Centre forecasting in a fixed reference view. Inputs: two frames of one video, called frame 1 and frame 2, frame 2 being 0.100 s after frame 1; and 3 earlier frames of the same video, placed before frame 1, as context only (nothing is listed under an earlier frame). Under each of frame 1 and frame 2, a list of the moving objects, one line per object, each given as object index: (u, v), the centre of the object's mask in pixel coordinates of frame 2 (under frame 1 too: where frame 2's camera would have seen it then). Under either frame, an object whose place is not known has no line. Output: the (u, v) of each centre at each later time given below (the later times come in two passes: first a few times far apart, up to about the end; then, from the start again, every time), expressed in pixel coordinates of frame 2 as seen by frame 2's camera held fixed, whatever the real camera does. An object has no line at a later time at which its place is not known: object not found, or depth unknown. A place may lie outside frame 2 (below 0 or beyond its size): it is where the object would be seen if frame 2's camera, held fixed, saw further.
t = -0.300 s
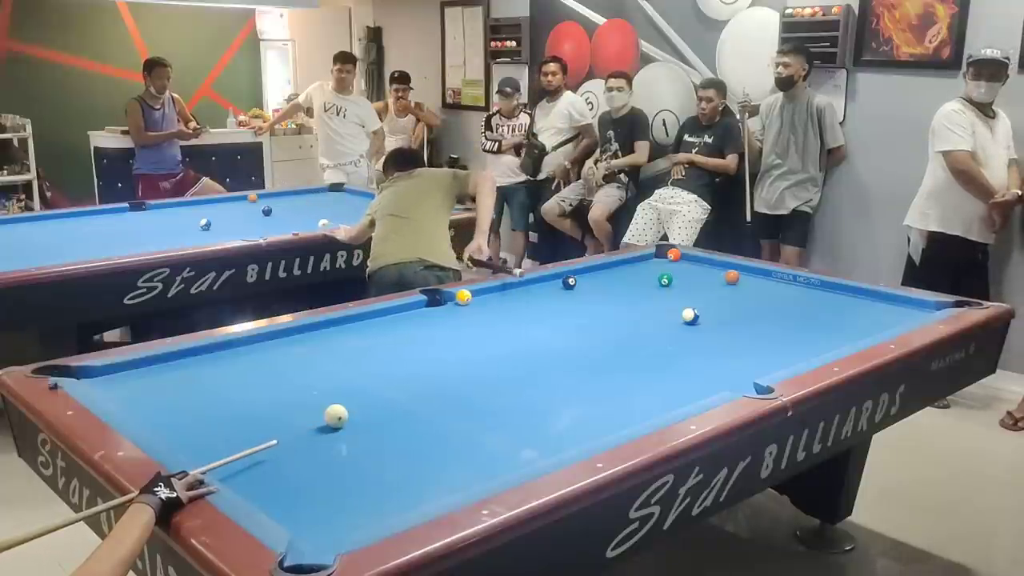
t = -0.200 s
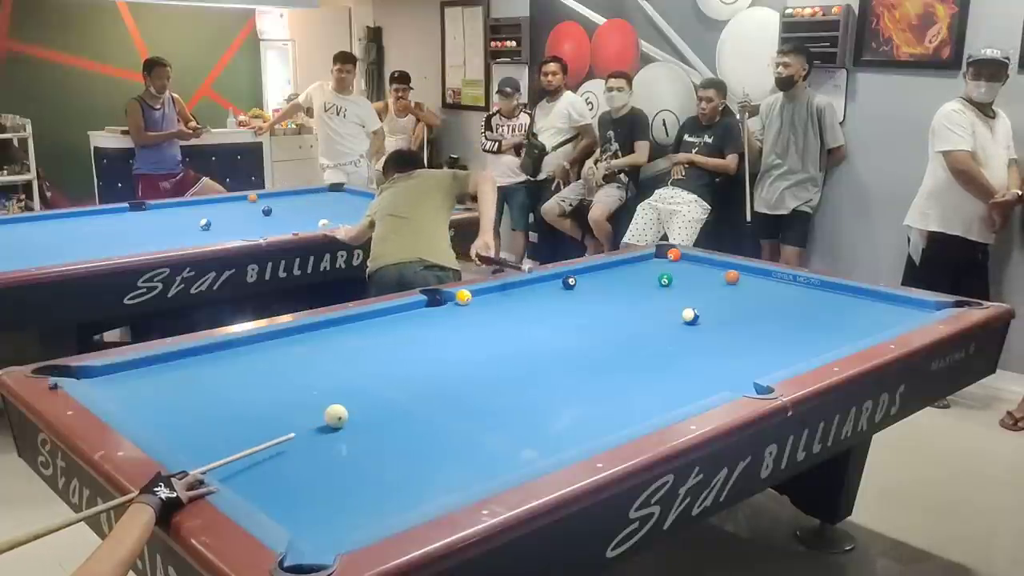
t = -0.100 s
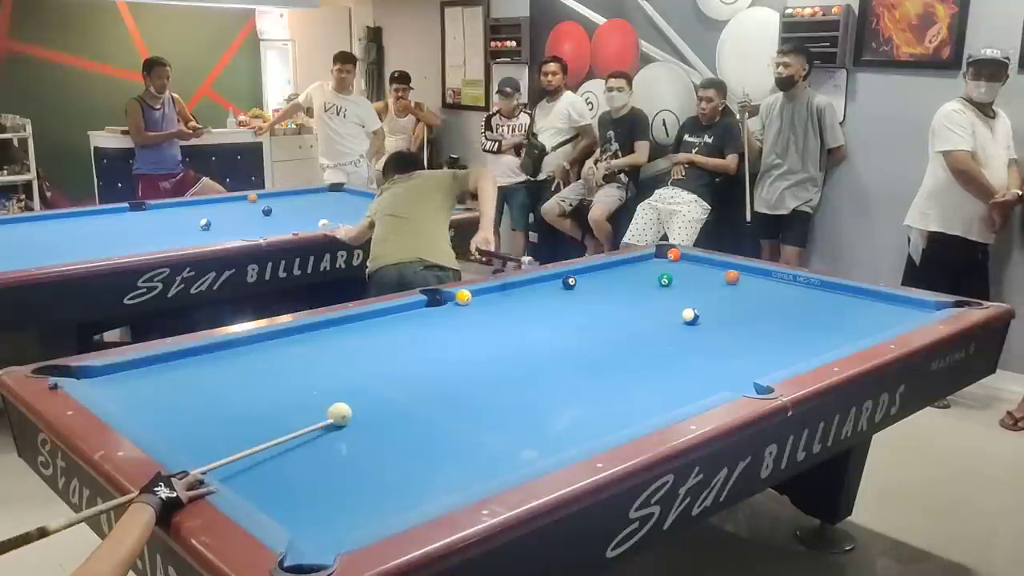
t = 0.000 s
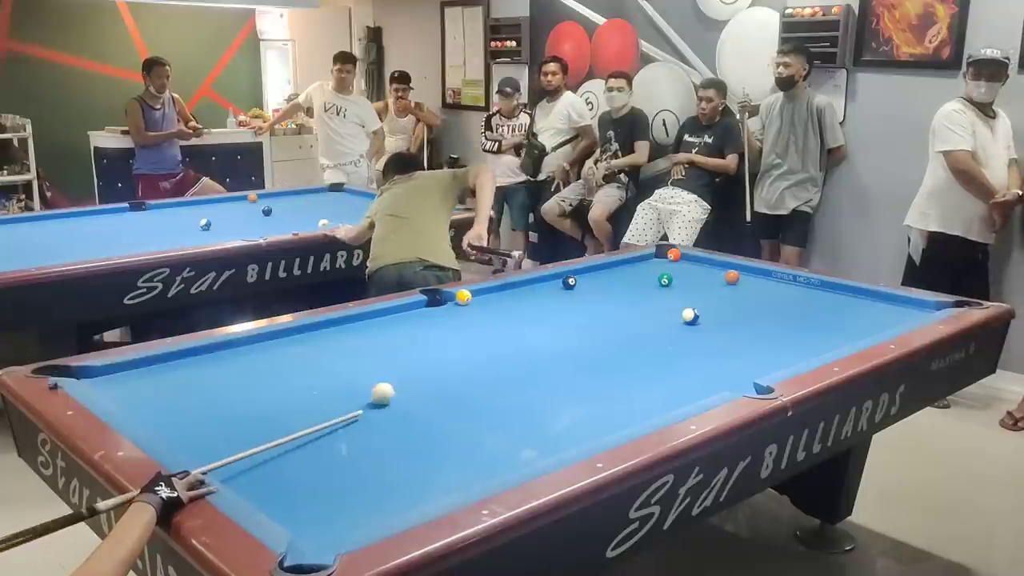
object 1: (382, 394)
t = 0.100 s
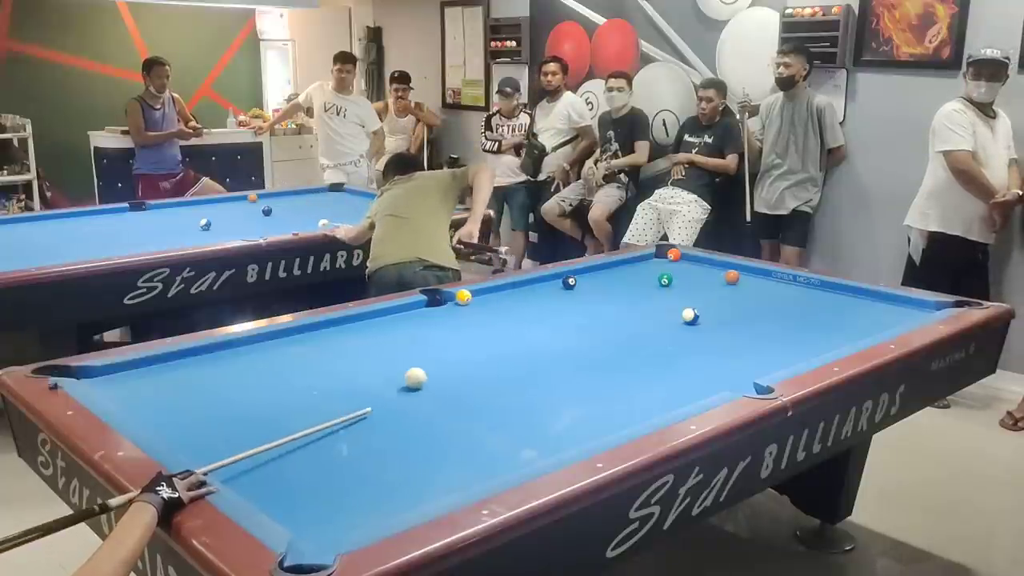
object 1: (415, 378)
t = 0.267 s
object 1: (457, 359)
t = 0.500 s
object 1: (508, 335)
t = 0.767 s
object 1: (555, 313)
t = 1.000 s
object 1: (591, 297)
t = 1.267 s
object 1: (625, 280)
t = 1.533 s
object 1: (654, 266)
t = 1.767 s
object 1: (677, 257)
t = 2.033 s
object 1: (688, 259)
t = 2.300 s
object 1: (689, 264)
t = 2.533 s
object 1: (690, 268)
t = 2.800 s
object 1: (691, 272)
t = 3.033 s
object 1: (693, 276)
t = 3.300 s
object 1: (694, 280)
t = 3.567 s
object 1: (695, 283)
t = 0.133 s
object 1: (424, 374)
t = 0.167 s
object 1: (433, 370)
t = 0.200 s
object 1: (441, 366)
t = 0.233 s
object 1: (449, 362)
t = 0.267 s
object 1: (457, 359)
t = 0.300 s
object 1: (465, 355)
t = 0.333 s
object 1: (473, 351)
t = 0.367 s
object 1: (480, 348)
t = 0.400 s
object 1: (487, 345)
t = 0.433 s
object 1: (494, 342)
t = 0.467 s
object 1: (501, 338)
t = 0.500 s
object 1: (508, 335)
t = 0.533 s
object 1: (514, 332)
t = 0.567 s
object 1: (521, 329)
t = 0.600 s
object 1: (527, 326)
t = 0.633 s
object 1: (533, 324)
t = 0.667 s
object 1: (539, 321)
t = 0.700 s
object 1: (545, 318)
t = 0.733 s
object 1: (550, 316)
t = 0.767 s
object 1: (555, 313)
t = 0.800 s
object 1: (560, 311)
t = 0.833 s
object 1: (566, 308)
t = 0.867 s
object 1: (571, 306)
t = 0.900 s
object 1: (576, 303)
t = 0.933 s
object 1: (581, 301)
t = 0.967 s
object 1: (586, 299)
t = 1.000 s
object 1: (591, 297)
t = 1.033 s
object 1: (596, 294)
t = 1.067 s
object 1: (600, 292)
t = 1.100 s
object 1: (604, 290)
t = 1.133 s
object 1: (609, 288)
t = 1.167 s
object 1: (613, 286)
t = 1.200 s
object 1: (617, 284)
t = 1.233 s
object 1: (621, 282)
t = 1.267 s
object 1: (625, 280)
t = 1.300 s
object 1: (629, 278)
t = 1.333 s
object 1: (633, 277)
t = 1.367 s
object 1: (637, 275)
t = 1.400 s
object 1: (640, 273)
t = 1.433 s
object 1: (644, 271)
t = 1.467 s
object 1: (648, 270)
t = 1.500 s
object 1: (651, 268)
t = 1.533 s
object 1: (654, 266)
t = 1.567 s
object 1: (658, 265)
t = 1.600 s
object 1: (661, 263)
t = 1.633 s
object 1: (664, 262)
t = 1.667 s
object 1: (668, 260)
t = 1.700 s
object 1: (671, 259)
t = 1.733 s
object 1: (674, 258)
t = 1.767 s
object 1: (677, 257)
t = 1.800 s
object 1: (681, 257)
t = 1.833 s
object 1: (685, 257)
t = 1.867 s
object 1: (687, 257)
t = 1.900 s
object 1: (687, 258)
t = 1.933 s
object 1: (687, 258)
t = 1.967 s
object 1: (687, 259)
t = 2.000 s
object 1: (687, 259)
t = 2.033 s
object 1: (688, 259)
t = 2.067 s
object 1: (688, 260)
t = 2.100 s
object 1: (688, 261)
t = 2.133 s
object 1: (688, 261)
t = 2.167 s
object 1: (689, 262)
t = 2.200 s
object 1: (689, 262)
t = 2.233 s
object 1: (689, 263)
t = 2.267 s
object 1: (689, 264)
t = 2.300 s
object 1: (689, 264)
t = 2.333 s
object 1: (689, 265)
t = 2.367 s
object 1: (689, 265)
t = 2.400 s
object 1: (690, 266)
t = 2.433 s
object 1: (690, 266)
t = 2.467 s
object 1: (690, 267)
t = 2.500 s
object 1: (690, 267)
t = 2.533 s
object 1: (690, 268)
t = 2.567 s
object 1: (691, 268)
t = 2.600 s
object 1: (691, 269)
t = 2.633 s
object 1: (691, 270)
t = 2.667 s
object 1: (691, 270)
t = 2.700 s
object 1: (691, 270)
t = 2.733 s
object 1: (691, 271)
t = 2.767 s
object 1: (691, 272)
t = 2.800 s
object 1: (691, 272)
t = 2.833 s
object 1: (692, 273)
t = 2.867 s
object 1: (692, 273)
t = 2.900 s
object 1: (692, 274)
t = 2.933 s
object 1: (692, 274)
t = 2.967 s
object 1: (692, 275)
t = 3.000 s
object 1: (692, 275)
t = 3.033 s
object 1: (693, 276)
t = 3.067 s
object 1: (693, 276)
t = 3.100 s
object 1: (693, 277)
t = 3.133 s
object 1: (693, 277)
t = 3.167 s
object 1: (693, 278)
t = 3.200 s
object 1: (693, 278)
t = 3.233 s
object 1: (694, 279)
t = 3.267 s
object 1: (694, 279)
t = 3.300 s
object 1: (694, 280)
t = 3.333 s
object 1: (694, 280)
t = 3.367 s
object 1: (694, 281)
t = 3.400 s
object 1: (694, 281)
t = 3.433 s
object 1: (694, 282)
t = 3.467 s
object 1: (695, 282)
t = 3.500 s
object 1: (695, 282)
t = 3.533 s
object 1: (695, 283)
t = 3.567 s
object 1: (695, 283)
